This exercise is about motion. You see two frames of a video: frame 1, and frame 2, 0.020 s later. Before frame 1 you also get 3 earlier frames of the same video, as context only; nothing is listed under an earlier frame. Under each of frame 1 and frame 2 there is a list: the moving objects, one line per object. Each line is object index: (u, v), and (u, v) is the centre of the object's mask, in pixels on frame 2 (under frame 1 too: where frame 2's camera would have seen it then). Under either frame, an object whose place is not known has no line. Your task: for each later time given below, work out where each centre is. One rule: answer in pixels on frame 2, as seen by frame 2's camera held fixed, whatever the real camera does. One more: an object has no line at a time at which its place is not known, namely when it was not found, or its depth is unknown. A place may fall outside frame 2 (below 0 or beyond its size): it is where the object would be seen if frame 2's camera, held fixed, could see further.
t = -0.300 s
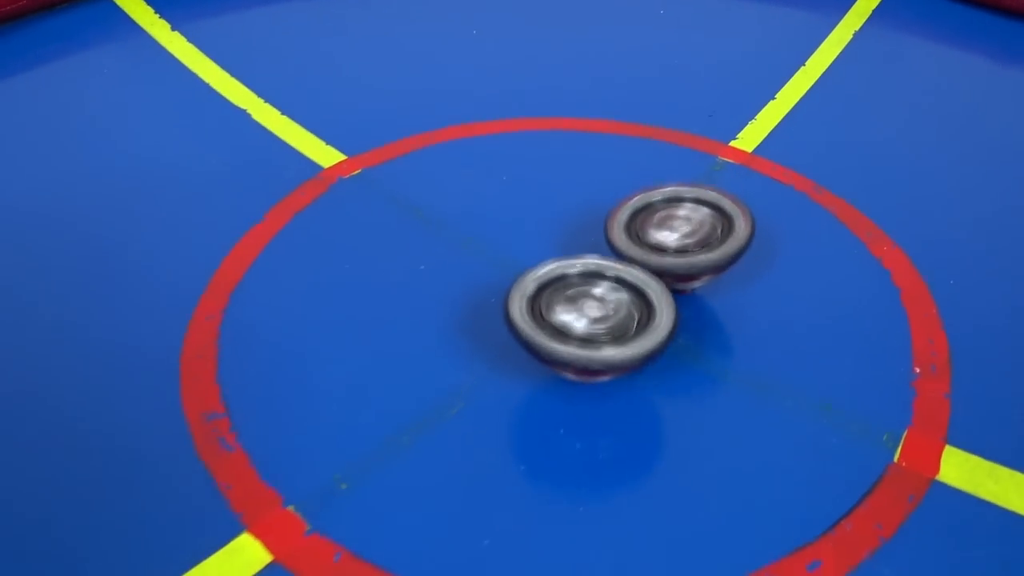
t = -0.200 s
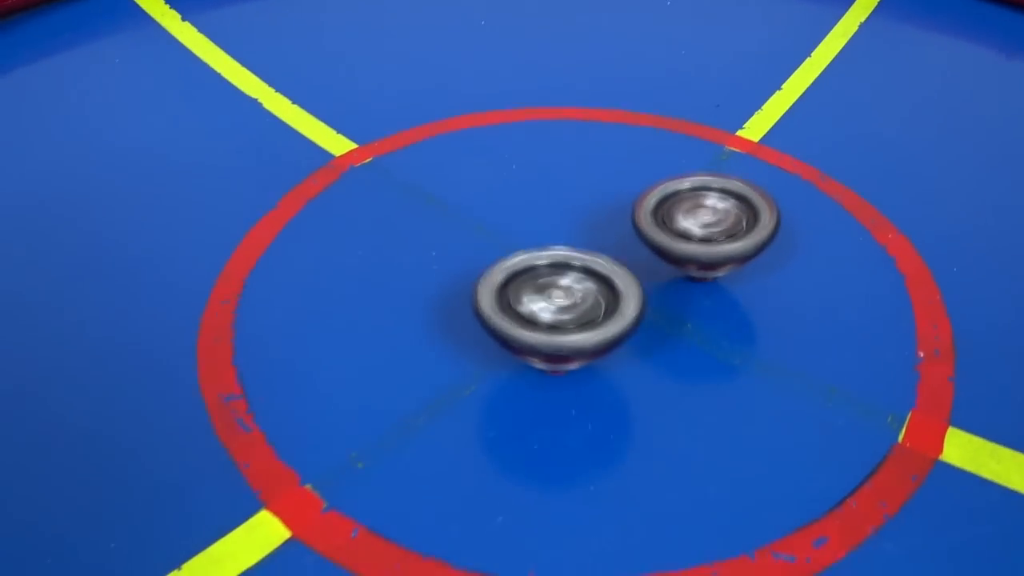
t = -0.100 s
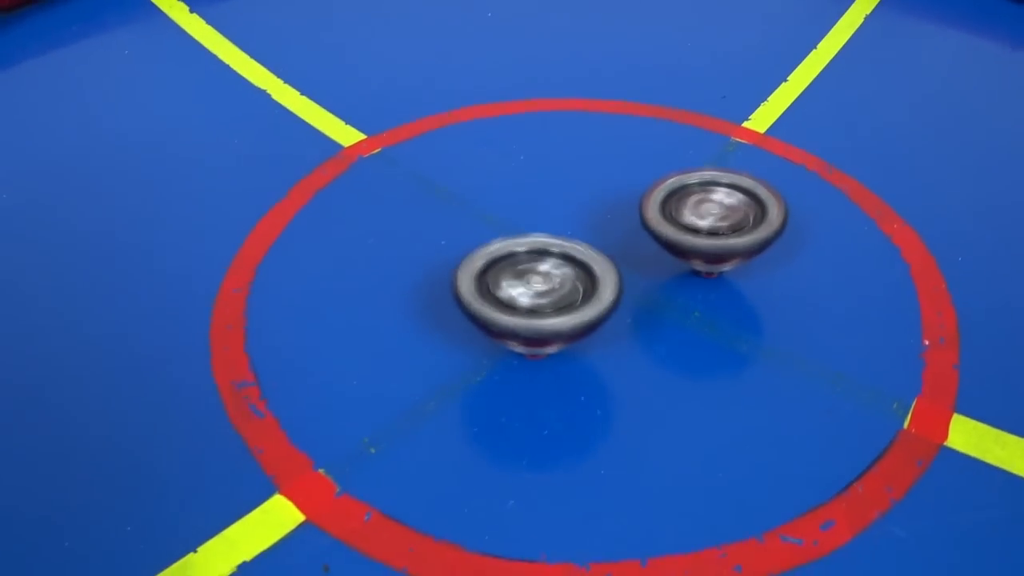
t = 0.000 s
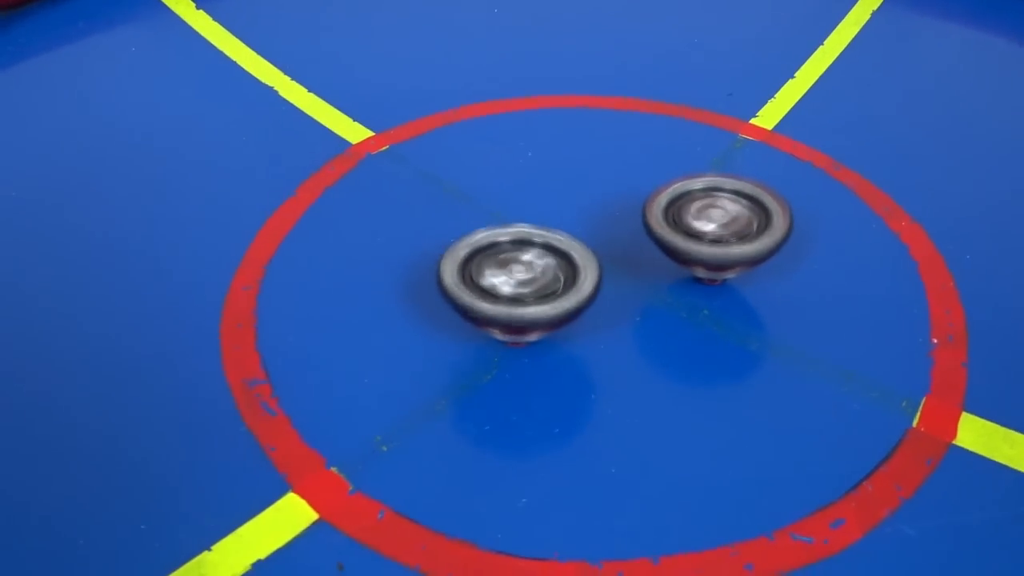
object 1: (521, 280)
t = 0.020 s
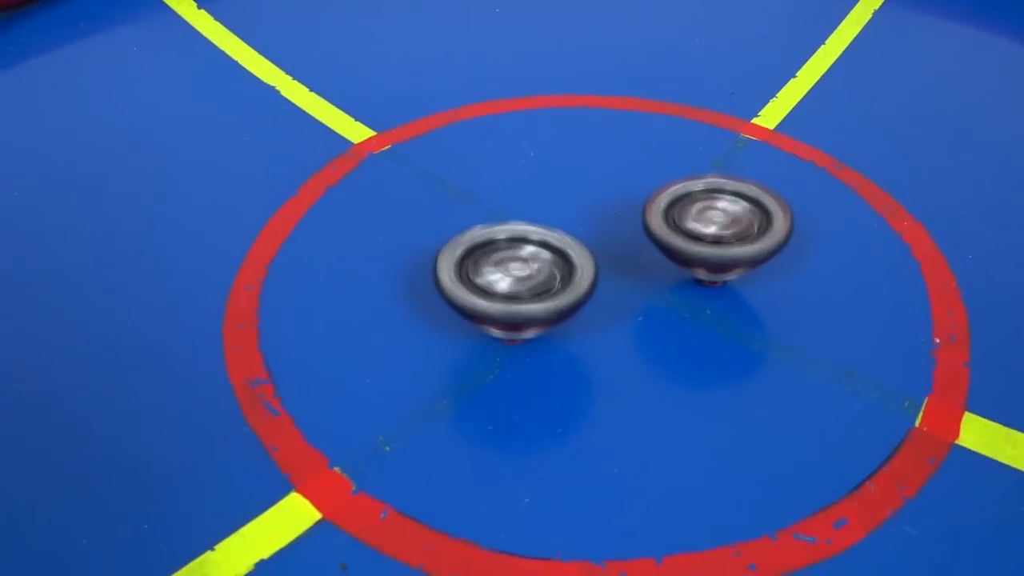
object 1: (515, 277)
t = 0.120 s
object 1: (490, 266)
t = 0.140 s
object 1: (485, 263)
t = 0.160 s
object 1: (480, 260)
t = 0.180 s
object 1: (477, 257)
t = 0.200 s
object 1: (473, 255)
